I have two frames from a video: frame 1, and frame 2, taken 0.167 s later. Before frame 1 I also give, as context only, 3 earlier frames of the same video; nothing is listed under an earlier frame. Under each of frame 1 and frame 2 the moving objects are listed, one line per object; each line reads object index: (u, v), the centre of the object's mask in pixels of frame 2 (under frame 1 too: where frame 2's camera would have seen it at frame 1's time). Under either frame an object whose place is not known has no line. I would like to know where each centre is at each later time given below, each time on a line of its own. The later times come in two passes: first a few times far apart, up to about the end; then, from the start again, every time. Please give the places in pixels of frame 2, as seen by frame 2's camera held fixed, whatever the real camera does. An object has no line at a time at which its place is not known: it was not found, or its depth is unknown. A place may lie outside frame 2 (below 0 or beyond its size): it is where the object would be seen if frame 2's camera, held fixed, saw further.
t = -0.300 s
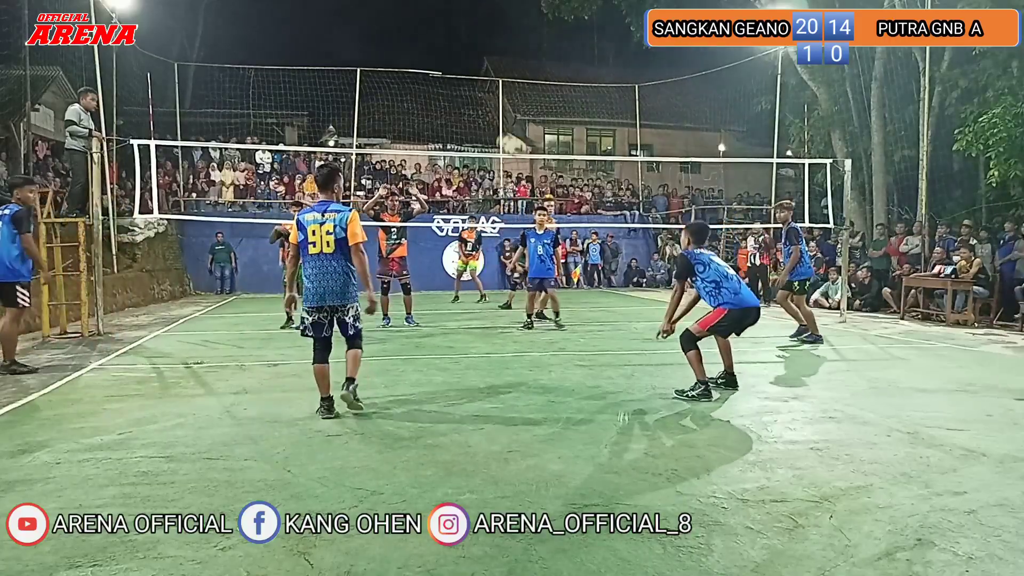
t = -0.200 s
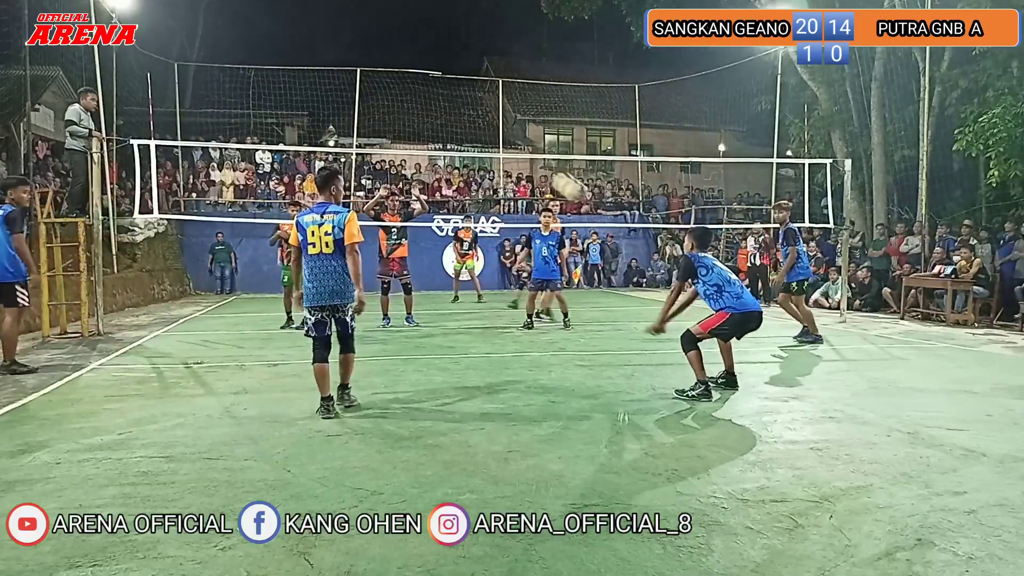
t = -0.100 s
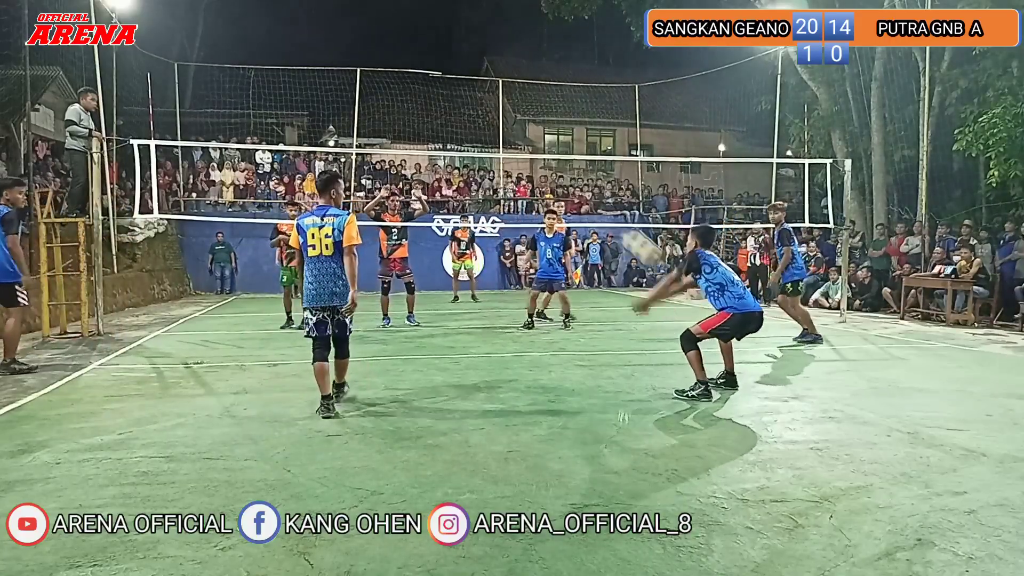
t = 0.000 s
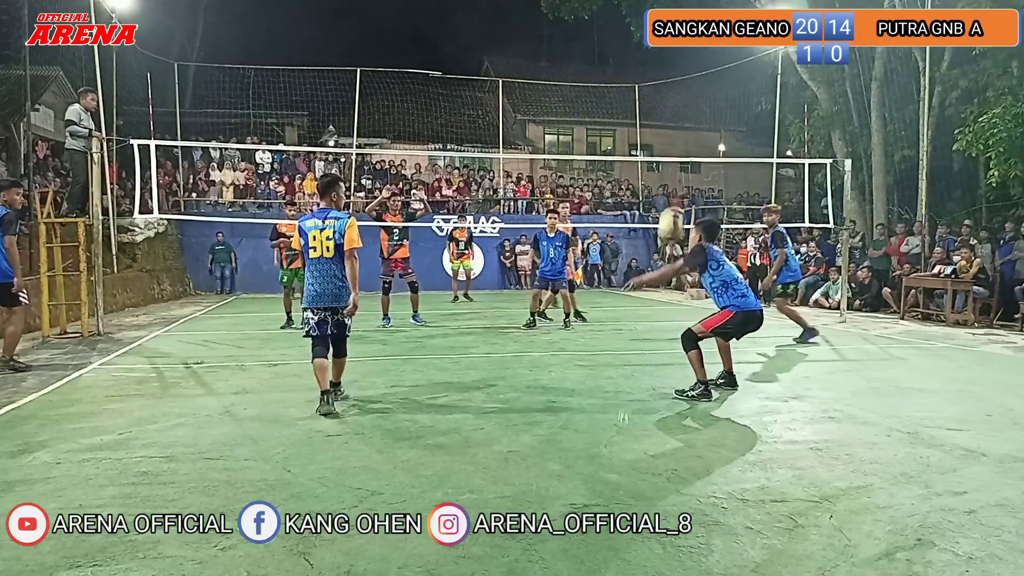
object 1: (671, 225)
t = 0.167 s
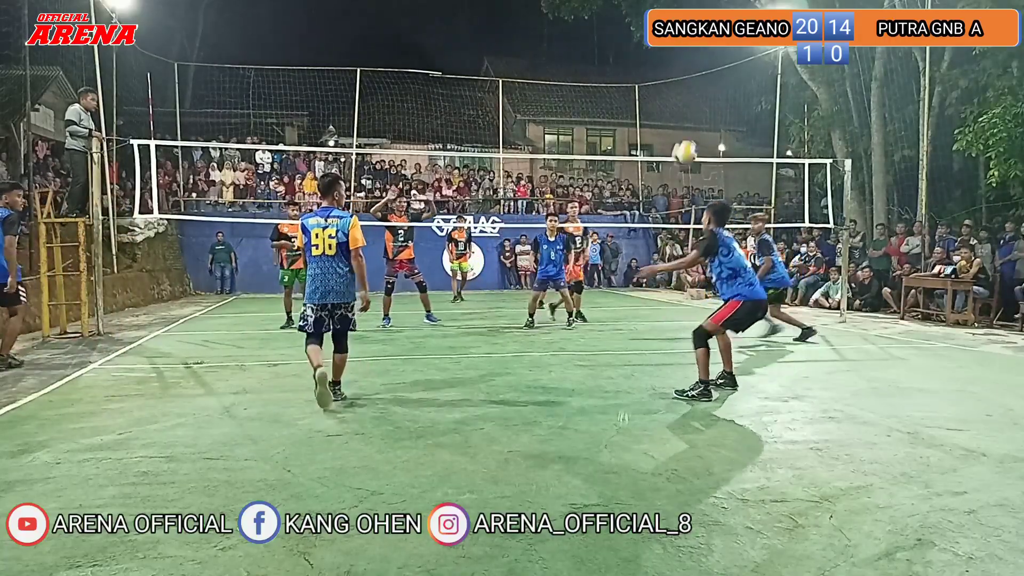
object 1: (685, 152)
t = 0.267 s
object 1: (692, 131)
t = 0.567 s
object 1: (710, 131)
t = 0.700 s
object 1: (717, 157)
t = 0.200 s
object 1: (687, 144)
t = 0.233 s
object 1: (689, 136)
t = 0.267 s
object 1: (692, 131)
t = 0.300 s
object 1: (694, 126)
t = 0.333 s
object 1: (696, 124)
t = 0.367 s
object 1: (698, 121)
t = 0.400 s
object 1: (700, 121)
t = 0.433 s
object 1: (702, 121)
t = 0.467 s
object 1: (704, 121)
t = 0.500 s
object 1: (706, 124)
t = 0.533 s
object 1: (708, 127)
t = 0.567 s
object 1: (710, 131)
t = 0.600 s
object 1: (712, 137)
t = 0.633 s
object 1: (713, 142)
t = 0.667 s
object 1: (715, 149)
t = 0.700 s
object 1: (717, 157)
